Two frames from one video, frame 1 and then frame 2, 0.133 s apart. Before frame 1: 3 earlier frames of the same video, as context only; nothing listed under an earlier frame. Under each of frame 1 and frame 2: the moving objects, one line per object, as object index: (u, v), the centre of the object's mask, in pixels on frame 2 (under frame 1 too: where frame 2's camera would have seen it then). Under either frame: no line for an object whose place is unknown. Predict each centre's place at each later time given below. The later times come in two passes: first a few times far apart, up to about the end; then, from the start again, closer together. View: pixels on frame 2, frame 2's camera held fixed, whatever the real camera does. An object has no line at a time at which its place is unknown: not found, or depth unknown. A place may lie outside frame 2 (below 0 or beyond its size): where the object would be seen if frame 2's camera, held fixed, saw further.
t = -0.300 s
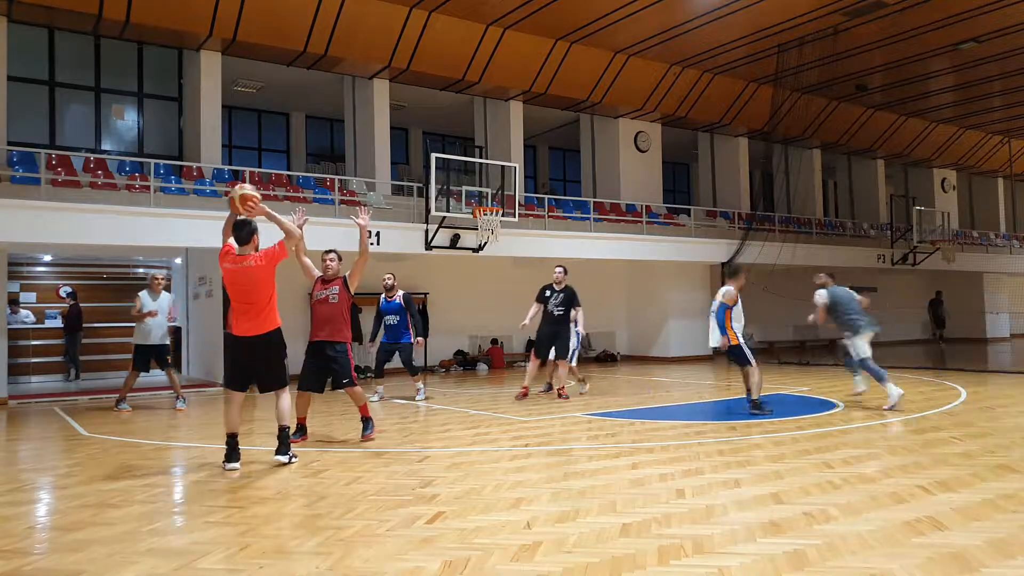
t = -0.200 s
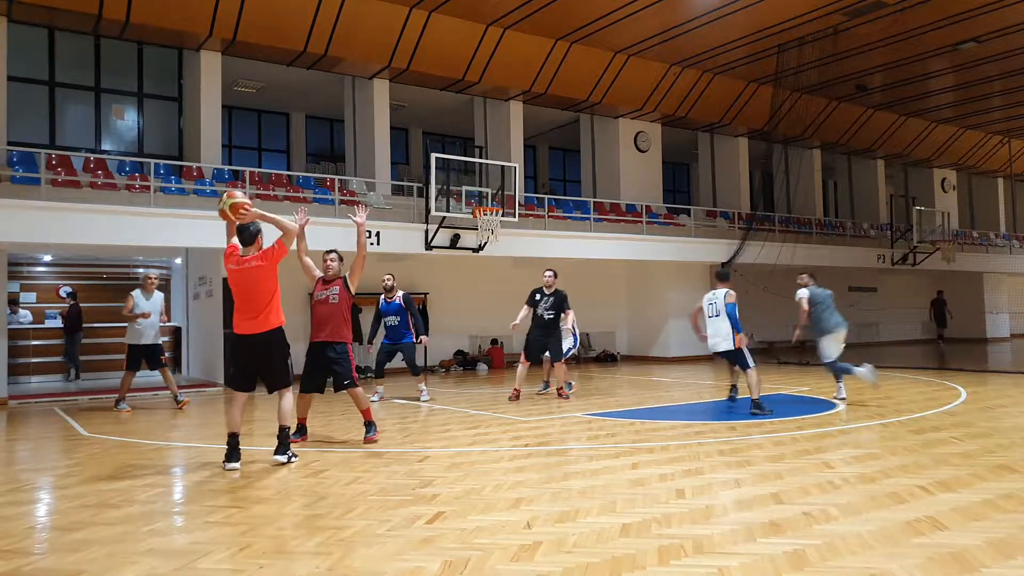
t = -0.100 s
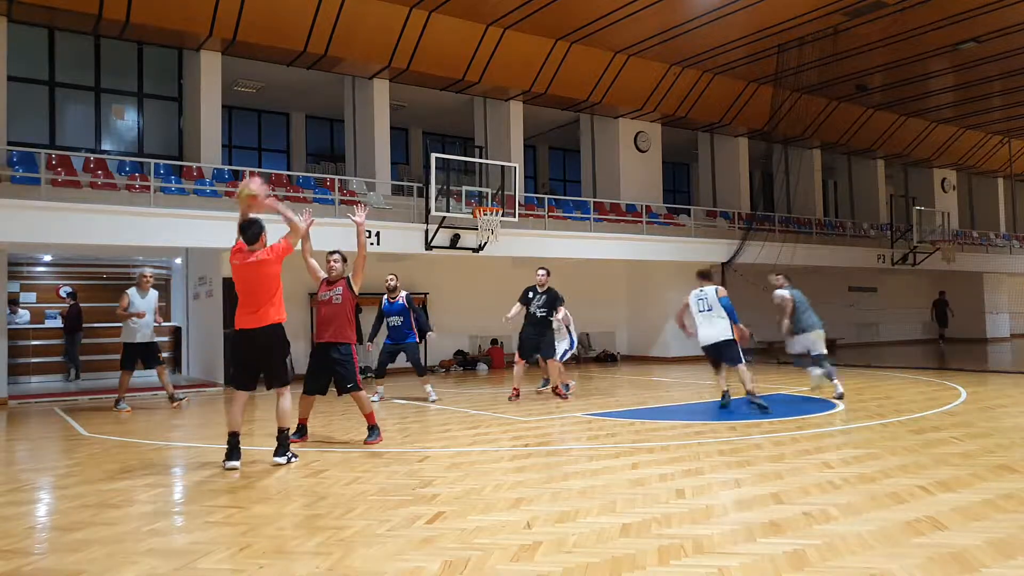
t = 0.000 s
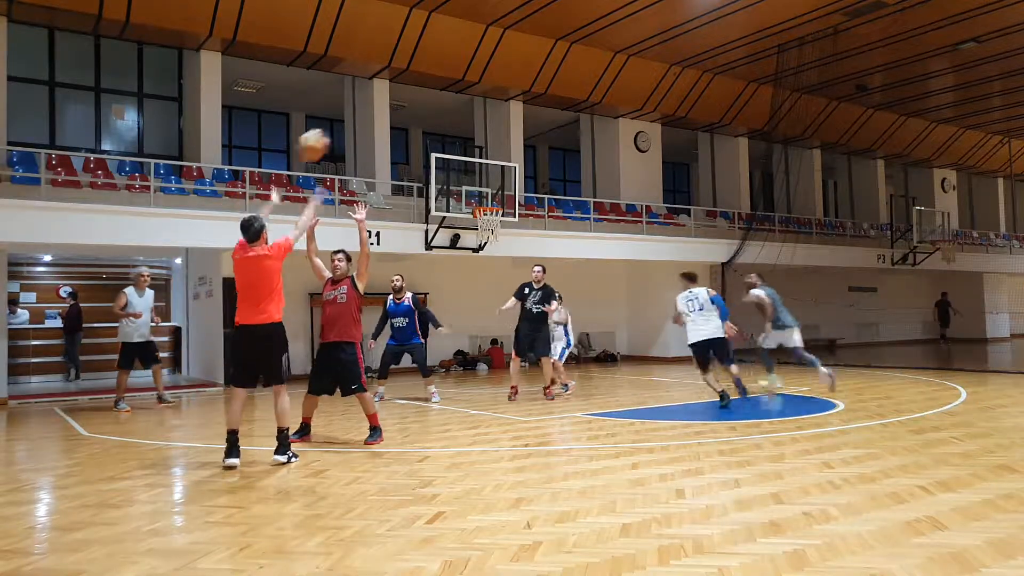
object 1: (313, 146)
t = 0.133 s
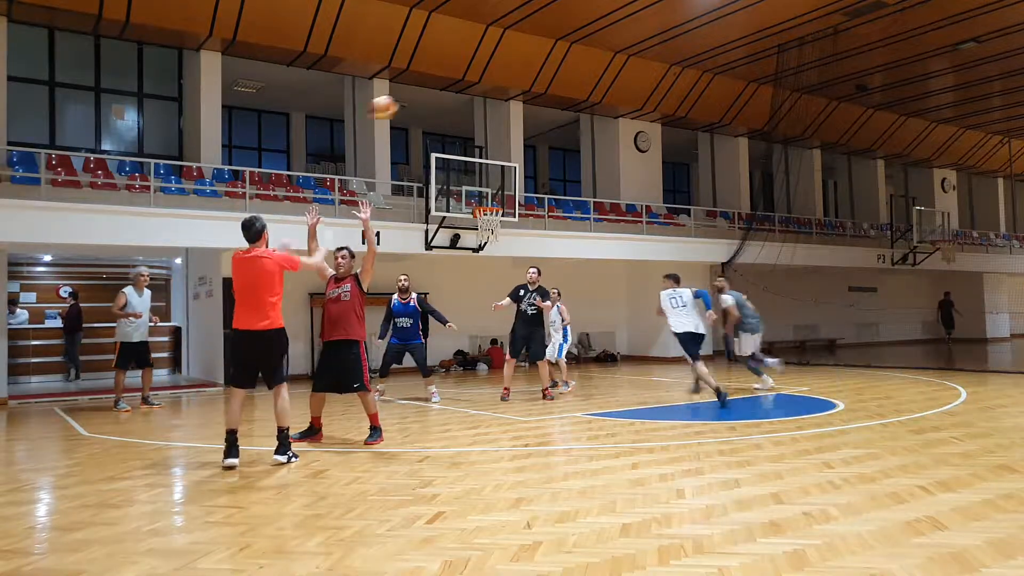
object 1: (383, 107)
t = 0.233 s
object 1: (426, 99)
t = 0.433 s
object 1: (491, 106)
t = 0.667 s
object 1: (549, 145)
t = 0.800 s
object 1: (575, 177)
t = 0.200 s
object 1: (413, 100)
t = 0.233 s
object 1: (426, 99)
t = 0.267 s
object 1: (439, 98)
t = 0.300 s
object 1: (450, 97)
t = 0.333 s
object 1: (462, 98)
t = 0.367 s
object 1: (471, 100)
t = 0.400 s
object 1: (483, 102)
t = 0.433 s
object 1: (491, 106)
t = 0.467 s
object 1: (500, 110)
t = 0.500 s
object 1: (509, 113)
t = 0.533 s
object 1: (519, 119)
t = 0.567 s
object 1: (529, 126)
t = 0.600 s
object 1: (535, 132)
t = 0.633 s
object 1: (542, 137)
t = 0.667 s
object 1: (549, 145)
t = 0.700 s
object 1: (556, 152)
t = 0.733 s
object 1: (562, 160)
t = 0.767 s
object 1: (569, 169)
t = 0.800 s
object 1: (575, 177)
